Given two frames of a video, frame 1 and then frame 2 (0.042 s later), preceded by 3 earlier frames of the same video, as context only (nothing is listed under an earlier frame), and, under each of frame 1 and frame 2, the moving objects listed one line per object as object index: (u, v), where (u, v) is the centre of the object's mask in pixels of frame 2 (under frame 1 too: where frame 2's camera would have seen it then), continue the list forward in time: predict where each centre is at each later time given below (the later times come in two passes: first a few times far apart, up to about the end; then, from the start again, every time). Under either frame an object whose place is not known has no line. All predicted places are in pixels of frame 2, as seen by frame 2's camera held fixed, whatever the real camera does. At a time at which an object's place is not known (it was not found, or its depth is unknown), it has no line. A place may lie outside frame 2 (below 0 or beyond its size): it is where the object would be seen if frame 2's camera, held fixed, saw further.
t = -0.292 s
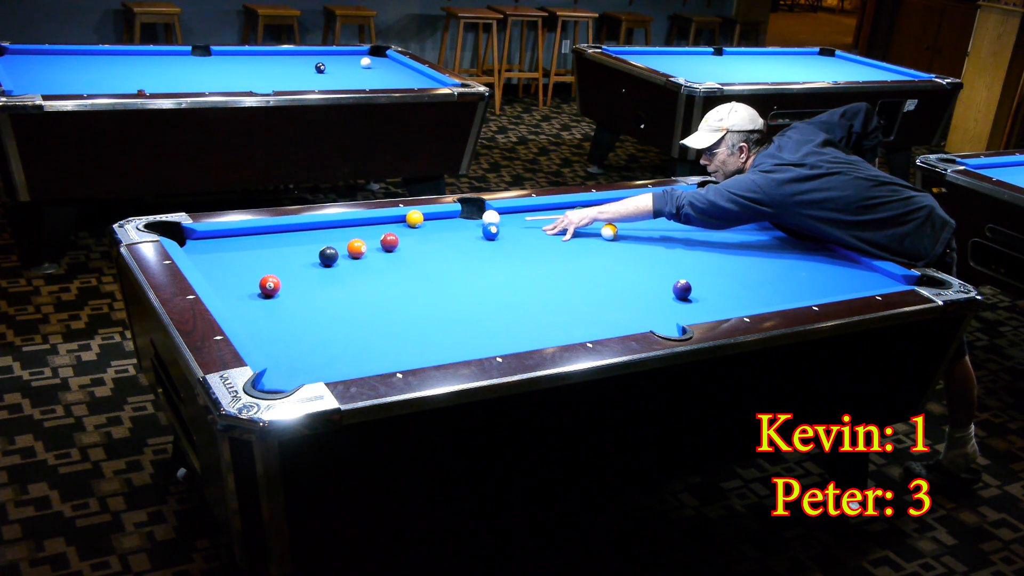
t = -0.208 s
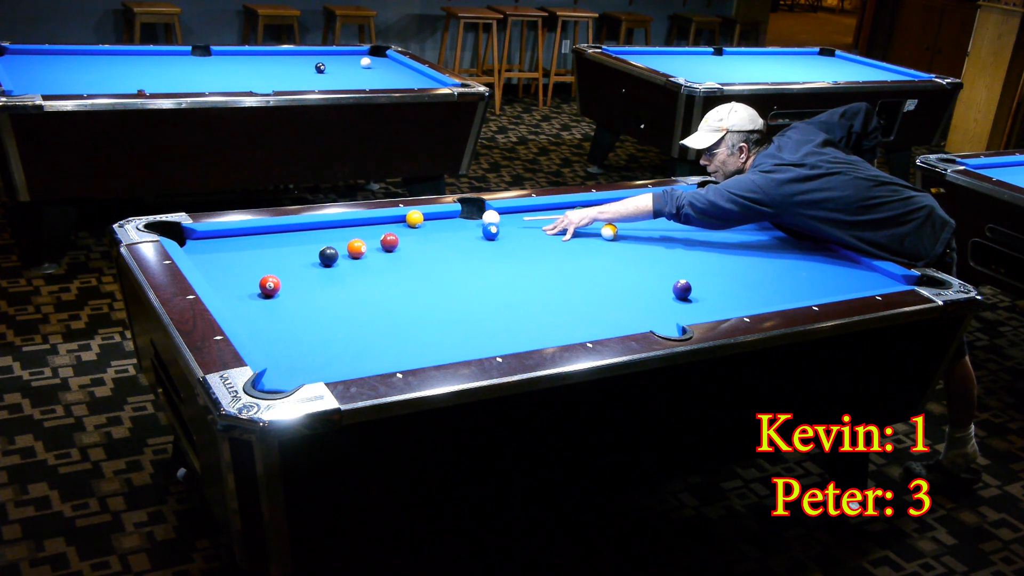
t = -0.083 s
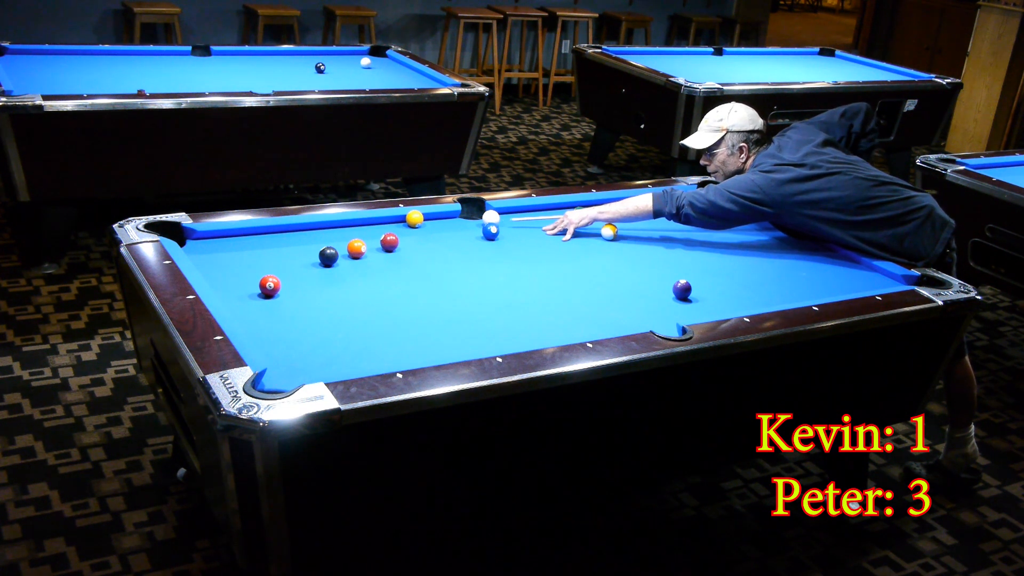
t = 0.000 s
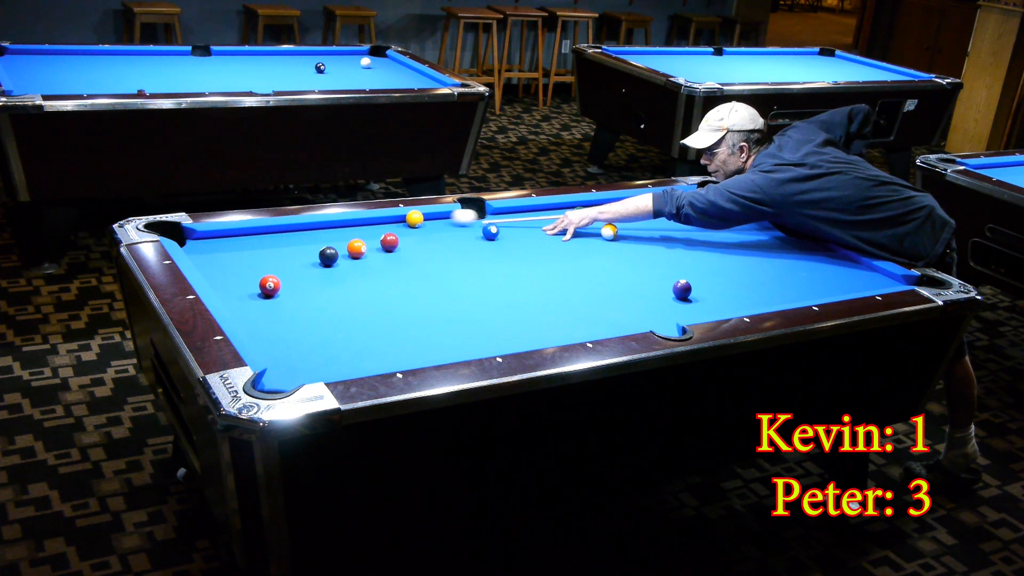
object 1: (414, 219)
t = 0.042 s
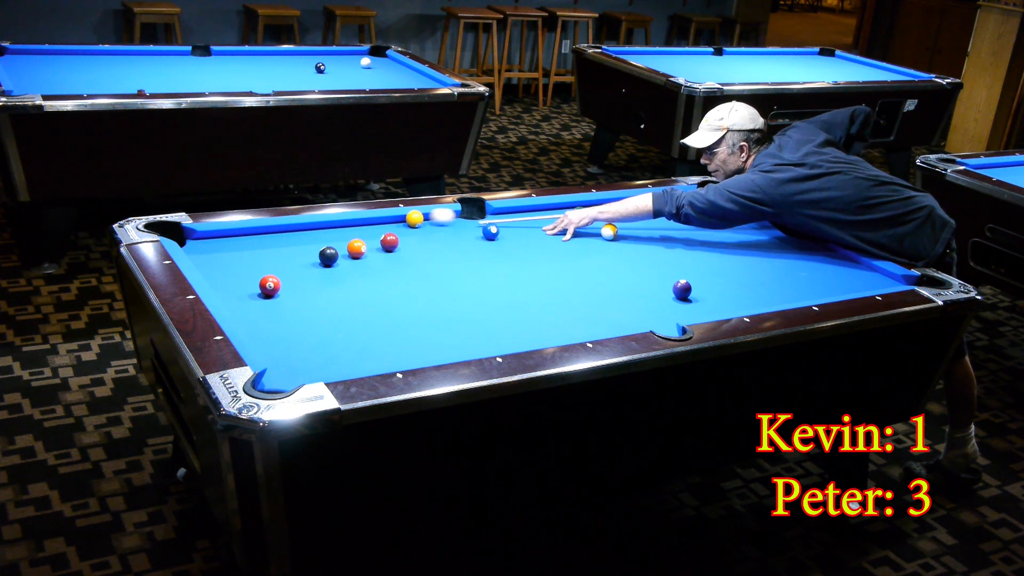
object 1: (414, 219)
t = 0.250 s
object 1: (371, 224)
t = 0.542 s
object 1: (306, 232)
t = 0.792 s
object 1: (250, 239)
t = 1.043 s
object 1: (192, 246)
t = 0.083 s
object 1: (411, 218)
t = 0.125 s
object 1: (399, 220)
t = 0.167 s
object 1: (389, 221)
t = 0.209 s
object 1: (380, 222)
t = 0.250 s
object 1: (371, 224)
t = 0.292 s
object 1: (362, 225)
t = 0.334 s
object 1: (353, 226)
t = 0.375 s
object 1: (344, 227)
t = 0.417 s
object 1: (334, 228)
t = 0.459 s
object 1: (325, 230)
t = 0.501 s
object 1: (316, 231)
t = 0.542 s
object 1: (306, 232)
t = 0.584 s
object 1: (297, 233)
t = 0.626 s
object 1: (288, 234)
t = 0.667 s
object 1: (279, 235)
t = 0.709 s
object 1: (269, 237)
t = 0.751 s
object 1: (259, 238)
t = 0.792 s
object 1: (250, 239)
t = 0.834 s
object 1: (240, 240)
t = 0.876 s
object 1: (231, 242)
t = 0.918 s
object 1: (221, 243)
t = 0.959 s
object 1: (211, 244)
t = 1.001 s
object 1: (202, 245)
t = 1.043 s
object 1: (192, 246)
